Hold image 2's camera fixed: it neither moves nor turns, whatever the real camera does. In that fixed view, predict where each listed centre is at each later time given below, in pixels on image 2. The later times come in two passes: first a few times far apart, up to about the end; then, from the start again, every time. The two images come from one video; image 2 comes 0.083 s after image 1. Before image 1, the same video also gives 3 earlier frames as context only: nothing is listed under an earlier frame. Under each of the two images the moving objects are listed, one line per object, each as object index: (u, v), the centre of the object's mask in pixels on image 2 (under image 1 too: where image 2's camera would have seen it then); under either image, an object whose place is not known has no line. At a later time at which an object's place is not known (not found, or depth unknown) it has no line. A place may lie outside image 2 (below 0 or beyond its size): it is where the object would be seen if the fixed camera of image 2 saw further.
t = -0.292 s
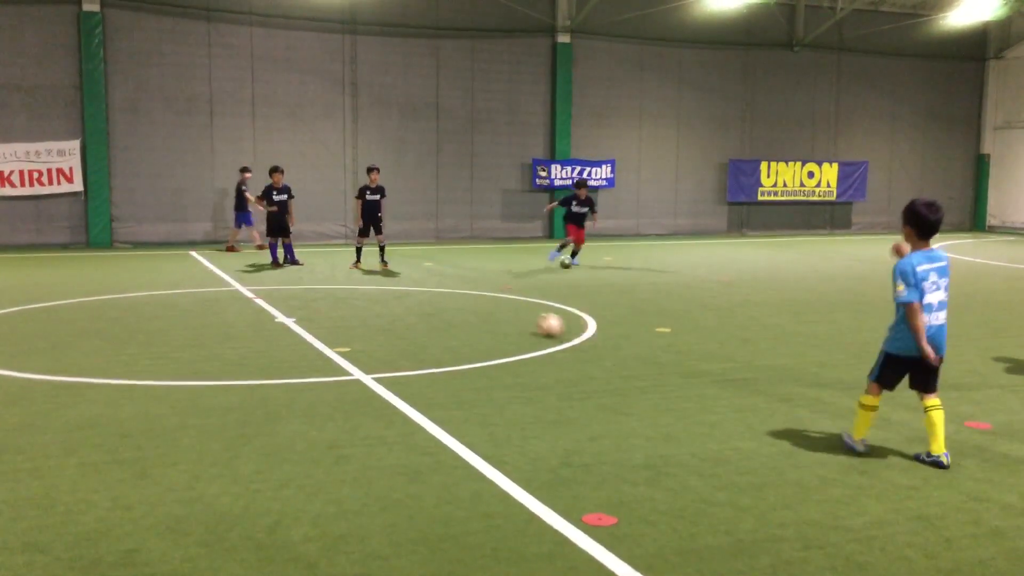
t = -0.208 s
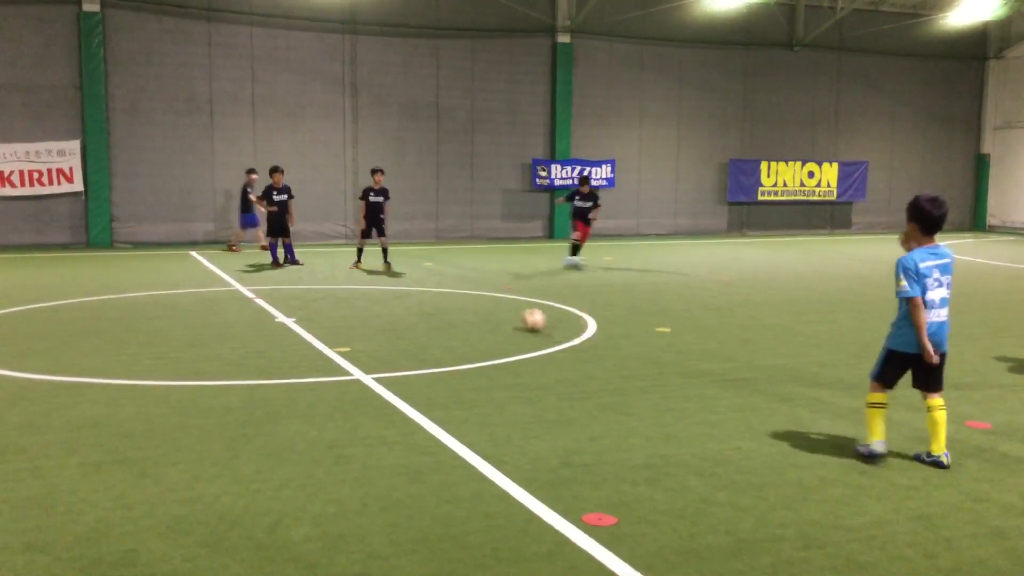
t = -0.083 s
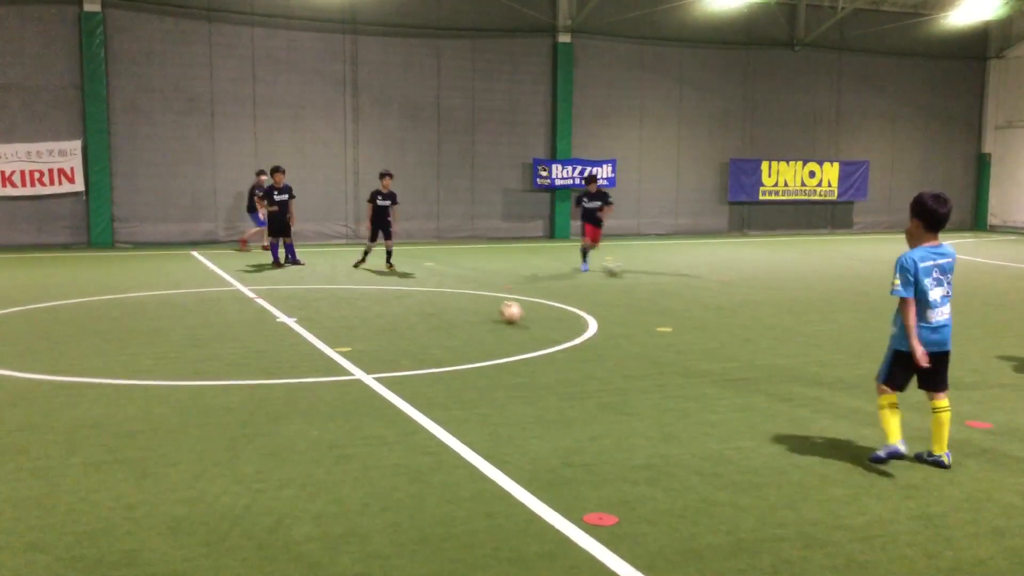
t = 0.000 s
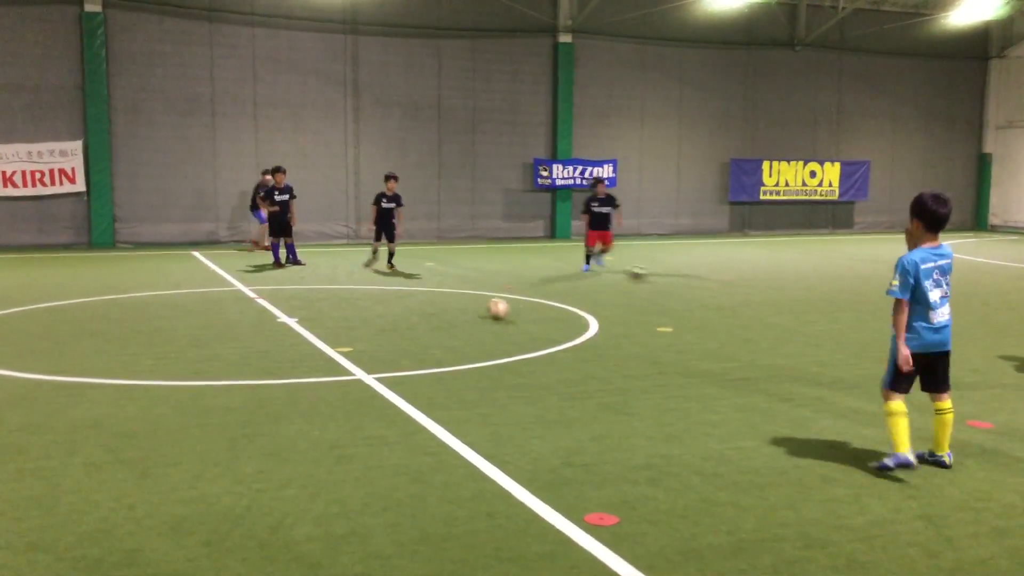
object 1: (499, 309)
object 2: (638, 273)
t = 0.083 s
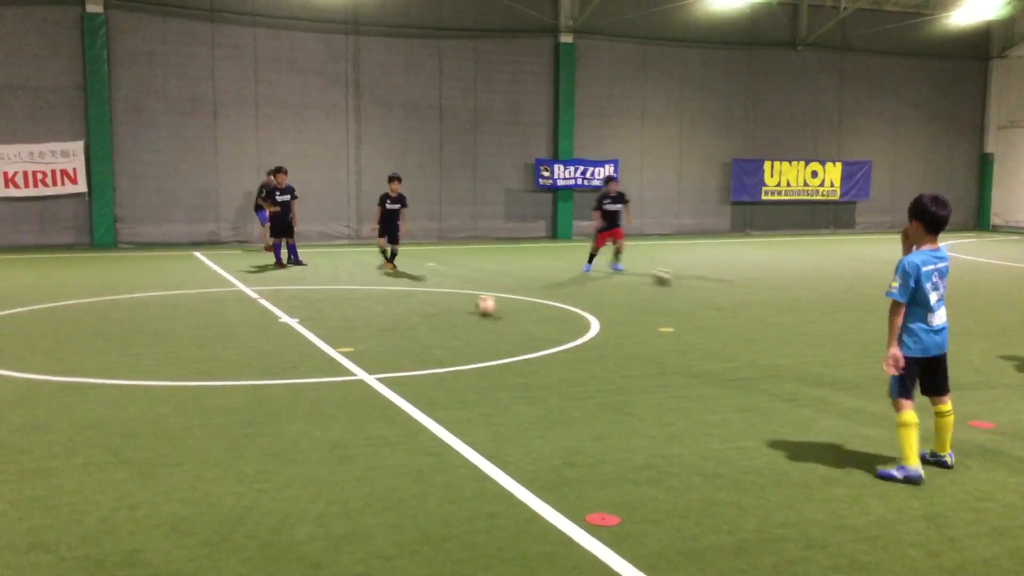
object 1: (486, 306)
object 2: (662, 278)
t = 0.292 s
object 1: (457, 297)
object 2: (724, 288)
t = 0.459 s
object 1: (436, 291)
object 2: (773, 296)
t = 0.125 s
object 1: (480, 303)
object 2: (673, 280)
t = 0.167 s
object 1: (473, 301)
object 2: (687, 282)
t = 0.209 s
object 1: (468, 300)
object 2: (698, 284)
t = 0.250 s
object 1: (462, 298)
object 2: (711, 286)
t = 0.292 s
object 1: (457, 297)
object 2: (724, 288)
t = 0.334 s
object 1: (451, 295)
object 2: (736, 290)
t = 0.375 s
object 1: (446, 294)
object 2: (748, 291)
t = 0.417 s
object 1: (441, 292)
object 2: (760, 294)
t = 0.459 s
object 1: (436, 291)
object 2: (773, 296)
